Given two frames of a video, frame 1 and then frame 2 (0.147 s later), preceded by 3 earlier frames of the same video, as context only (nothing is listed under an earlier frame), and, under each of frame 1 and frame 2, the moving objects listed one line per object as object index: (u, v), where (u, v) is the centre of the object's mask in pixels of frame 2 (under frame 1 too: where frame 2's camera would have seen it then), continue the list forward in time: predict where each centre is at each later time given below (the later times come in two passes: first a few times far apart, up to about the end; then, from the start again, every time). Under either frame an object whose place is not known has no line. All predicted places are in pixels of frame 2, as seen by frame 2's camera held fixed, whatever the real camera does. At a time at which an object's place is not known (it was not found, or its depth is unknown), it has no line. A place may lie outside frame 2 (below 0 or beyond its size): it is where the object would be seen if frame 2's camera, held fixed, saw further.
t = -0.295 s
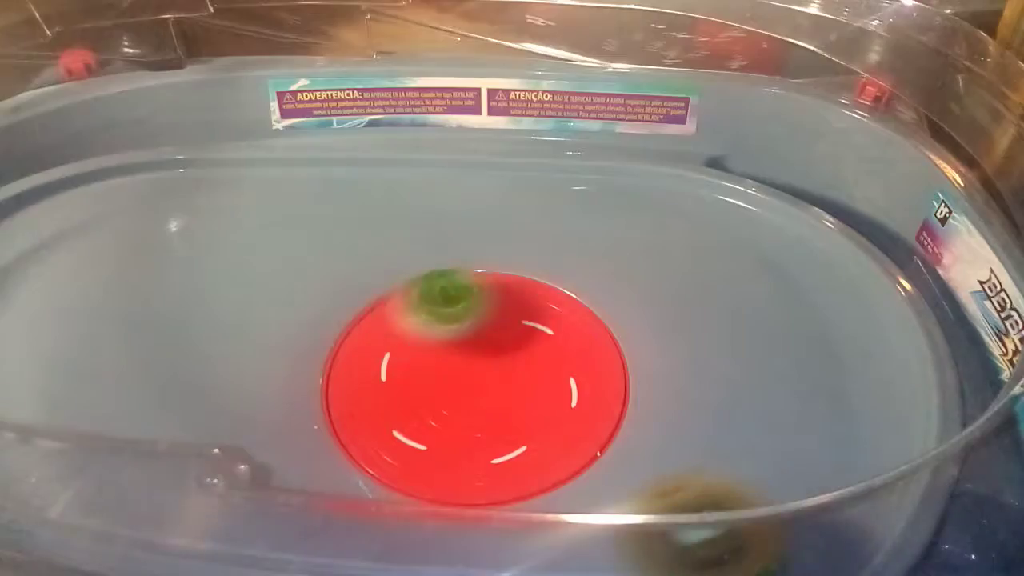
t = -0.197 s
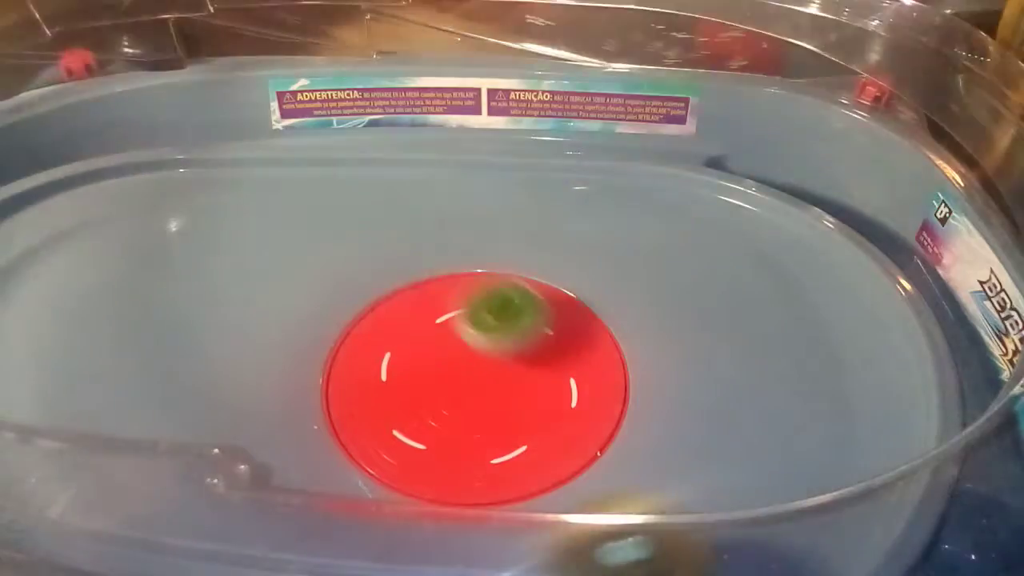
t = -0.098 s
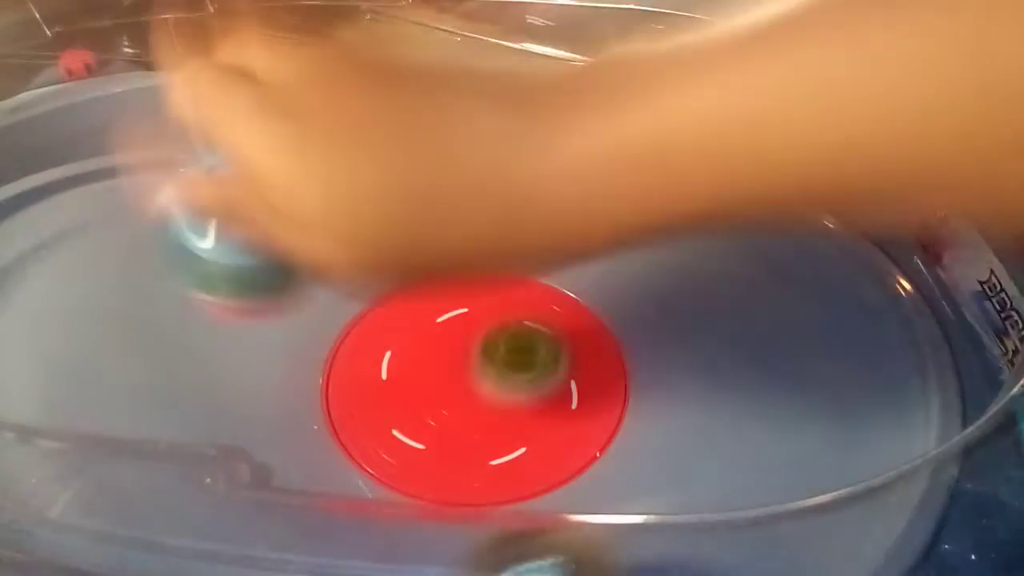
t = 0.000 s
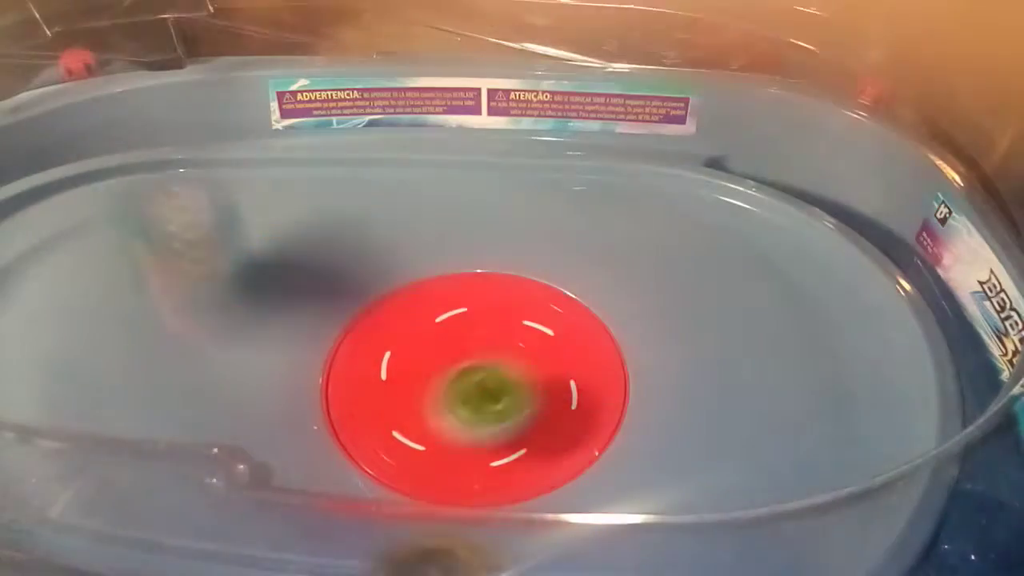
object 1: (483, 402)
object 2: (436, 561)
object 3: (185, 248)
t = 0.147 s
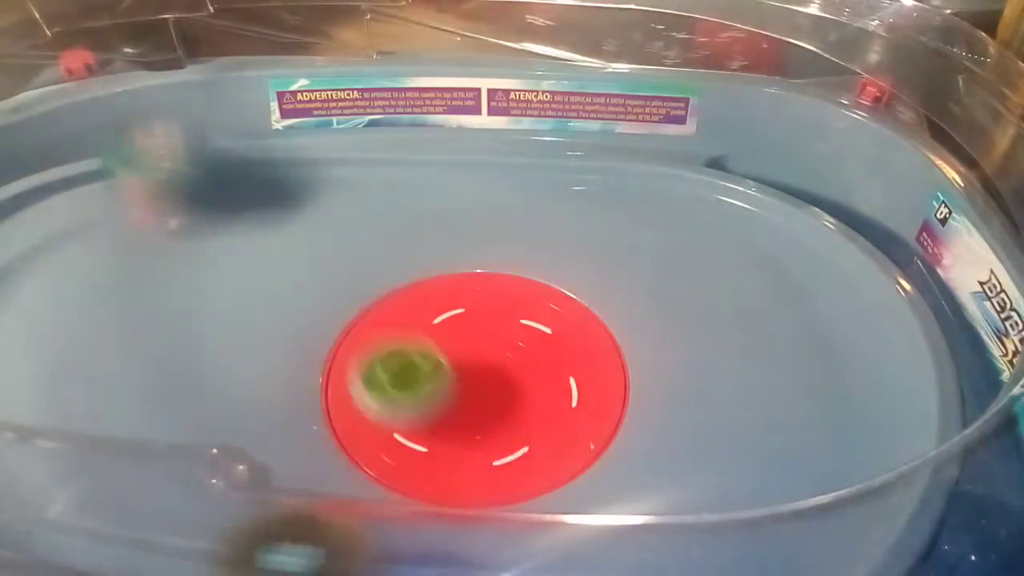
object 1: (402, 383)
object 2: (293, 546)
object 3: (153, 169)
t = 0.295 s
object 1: (437, 322)
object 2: (160, 539)
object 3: (171, 132)
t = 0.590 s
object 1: (493, 407)
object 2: (32, 493)
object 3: (266, 229)
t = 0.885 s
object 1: (485, 352)
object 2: (44, 483)
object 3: (435, 444)
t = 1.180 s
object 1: (509, 343)
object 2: (256, 357)
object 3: (660, 364)
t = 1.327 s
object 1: (504, 324)
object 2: (384, 334)
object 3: (601, 272)
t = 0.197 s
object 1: (396, 358)
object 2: (251, 543)
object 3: (151, 139)
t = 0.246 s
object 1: (408, 336)
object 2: (204, 542)
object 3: (159, 135)
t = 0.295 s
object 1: (437, 322)
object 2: (160, 539)
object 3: (171, 132)
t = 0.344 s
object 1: (466, 320)
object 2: (127, 528)
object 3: (190, 141)
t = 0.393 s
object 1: (497, 329)
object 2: (98, 521)
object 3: (214, 158)
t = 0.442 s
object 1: (515, 346)
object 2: (72, 514)
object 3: (232, 173)
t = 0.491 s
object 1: (520, 369)
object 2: (59, 503)
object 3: (249, 188)
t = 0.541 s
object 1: (514, 390)
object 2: (43, 497)
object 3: (259, 208)
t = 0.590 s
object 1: (493, 407)
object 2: (32, 493)
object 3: (266, 229)
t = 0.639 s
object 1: (462, 411)
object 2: (28, 492)
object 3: (278, 256)
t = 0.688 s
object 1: (434, 402)
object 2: (28, 492)
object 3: (292, 290)
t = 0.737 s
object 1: (418, 383)
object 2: (30, 490)
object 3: (301, 327)
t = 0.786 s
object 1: (437, 363)
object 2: (33, 488)
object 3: (324, 374)
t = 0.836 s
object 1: (461, 352)
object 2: (40, 487)
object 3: (373, 416)
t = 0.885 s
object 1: (485, 352)
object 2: (44, 483)
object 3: (435, 444)
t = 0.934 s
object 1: (511, 357)
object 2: (73, 456)
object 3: (493, 447)
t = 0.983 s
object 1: (526, 362)
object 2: (112, 428)
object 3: (547, 435)
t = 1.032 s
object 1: (528, 367)
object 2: (147, 403)
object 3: (595, 418)
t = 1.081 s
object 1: (526, 368)
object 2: (177, 395)
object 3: (626, 402)
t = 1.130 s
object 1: (515, 355)
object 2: (213, 377)
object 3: (652, 386)
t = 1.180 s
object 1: (509, 343)
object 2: (256, 357)
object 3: (660, 364)
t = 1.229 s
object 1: (509, 333)
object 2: (293, 344)
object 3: (649, 335)
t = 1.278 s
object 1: (512, 326)
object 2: (340, 339)
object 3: (624, 305)
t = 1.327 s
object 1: (504, 324)
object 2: (384, 334)
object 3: (601, 272)
